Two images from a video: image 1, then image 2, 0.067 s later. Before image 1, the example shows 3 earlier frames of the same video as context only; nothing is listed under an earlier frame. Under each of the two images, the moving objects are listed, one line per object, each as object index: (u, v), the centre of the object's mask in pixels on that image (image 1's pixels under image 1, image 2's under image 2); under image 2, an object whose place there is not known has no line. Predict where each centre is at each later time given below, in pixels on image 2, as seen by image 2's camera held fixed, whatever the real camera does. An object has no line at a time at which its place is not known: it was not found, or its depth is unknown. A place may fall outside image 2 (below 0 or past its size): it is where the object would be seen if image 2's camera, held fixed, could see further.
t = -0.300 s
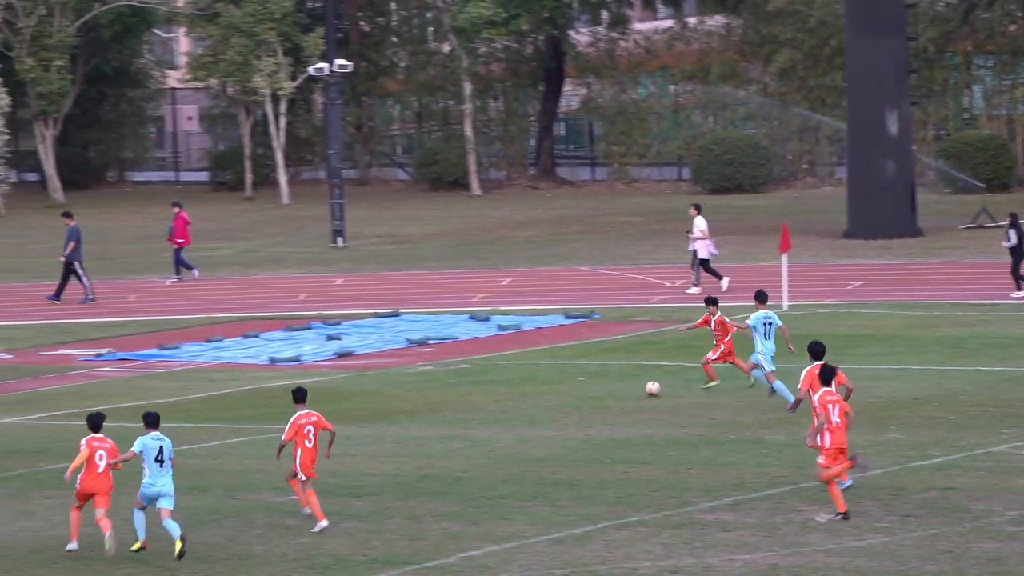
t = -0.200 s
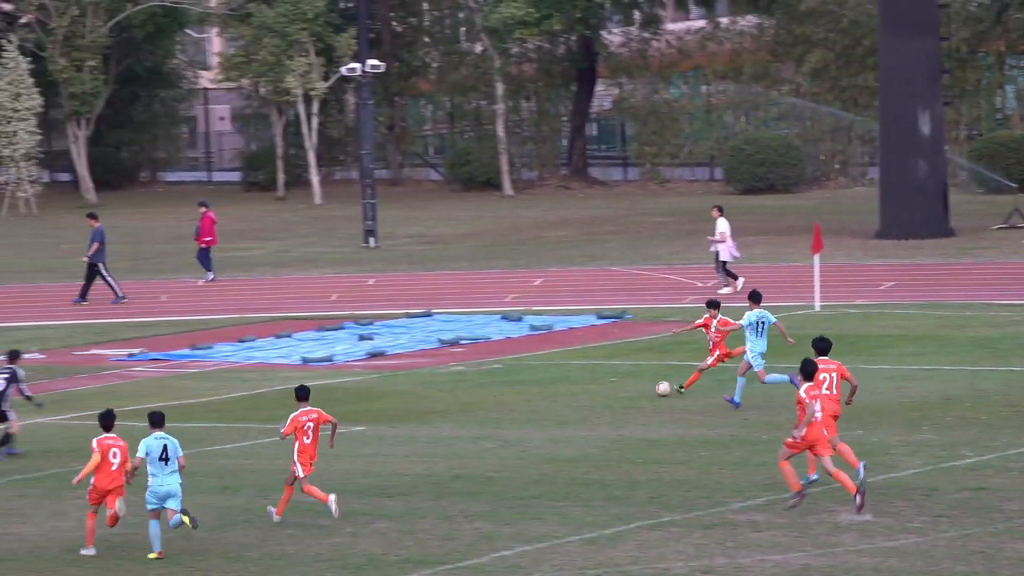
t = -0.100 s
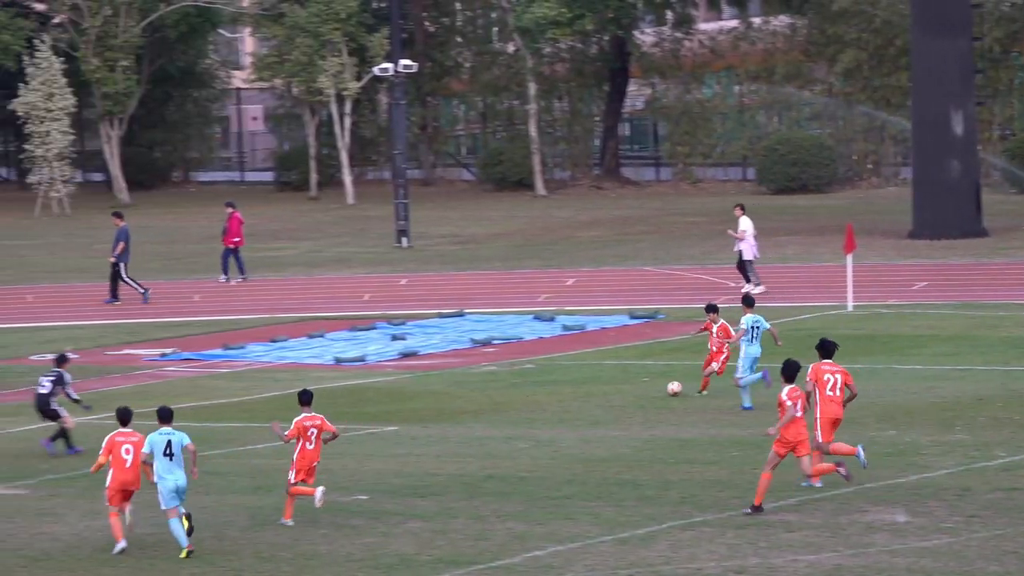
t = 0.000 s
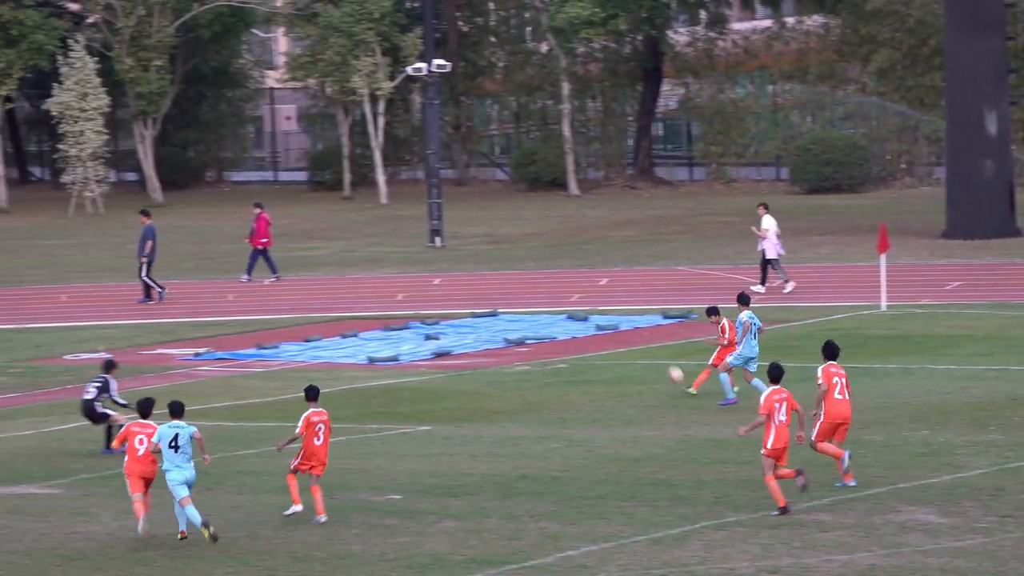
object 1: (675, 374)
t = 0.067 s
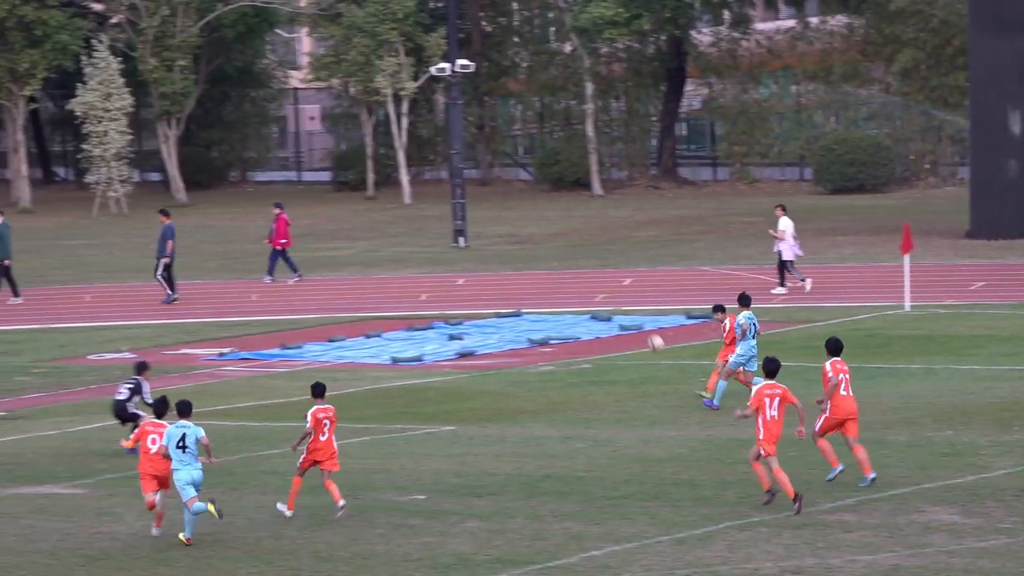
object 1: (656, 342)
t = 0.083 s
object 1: (645, 336)
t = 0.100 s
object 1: (636, 329)
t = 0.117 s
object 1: (625, 322)
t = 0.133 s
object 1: (615, 314)
